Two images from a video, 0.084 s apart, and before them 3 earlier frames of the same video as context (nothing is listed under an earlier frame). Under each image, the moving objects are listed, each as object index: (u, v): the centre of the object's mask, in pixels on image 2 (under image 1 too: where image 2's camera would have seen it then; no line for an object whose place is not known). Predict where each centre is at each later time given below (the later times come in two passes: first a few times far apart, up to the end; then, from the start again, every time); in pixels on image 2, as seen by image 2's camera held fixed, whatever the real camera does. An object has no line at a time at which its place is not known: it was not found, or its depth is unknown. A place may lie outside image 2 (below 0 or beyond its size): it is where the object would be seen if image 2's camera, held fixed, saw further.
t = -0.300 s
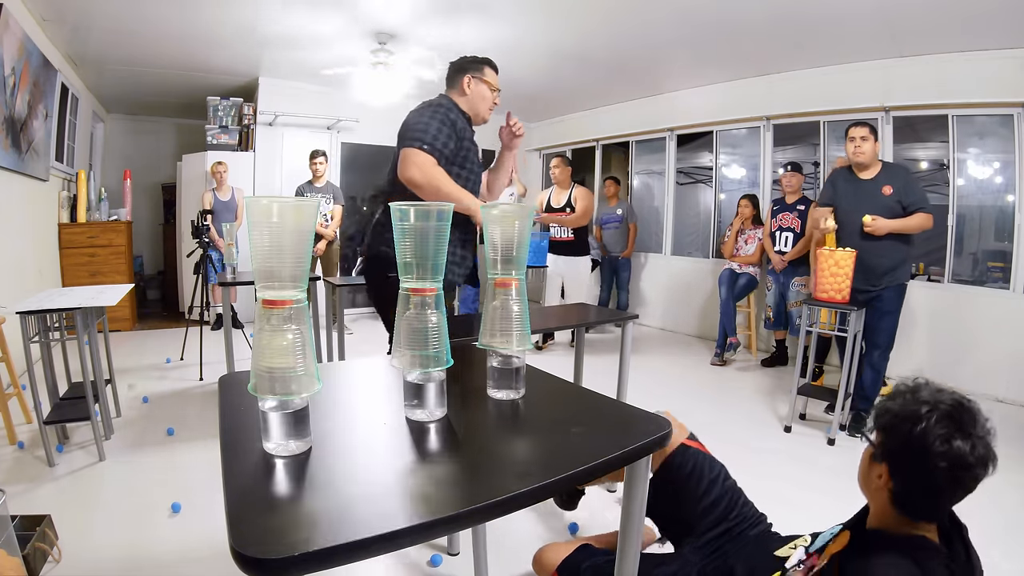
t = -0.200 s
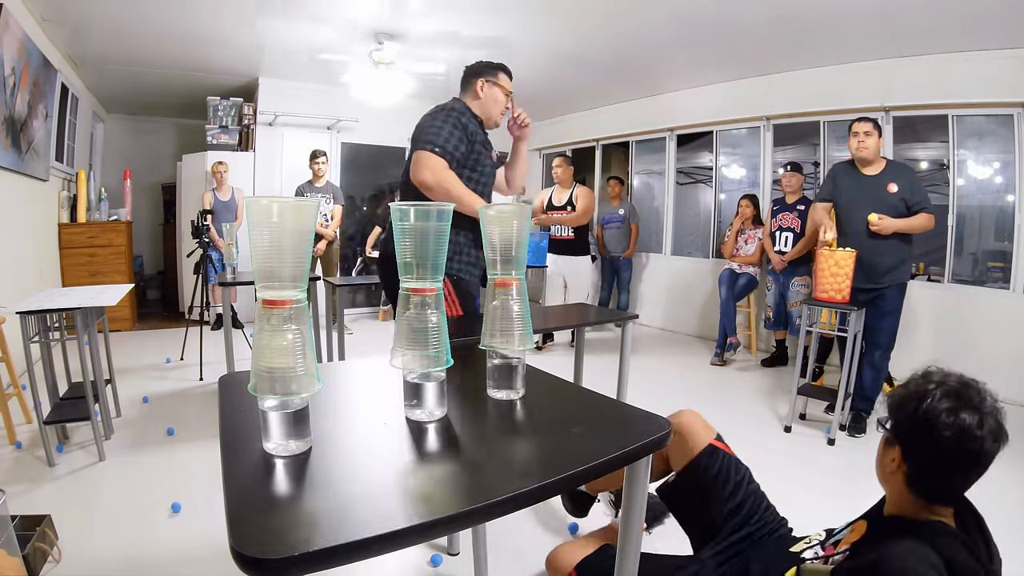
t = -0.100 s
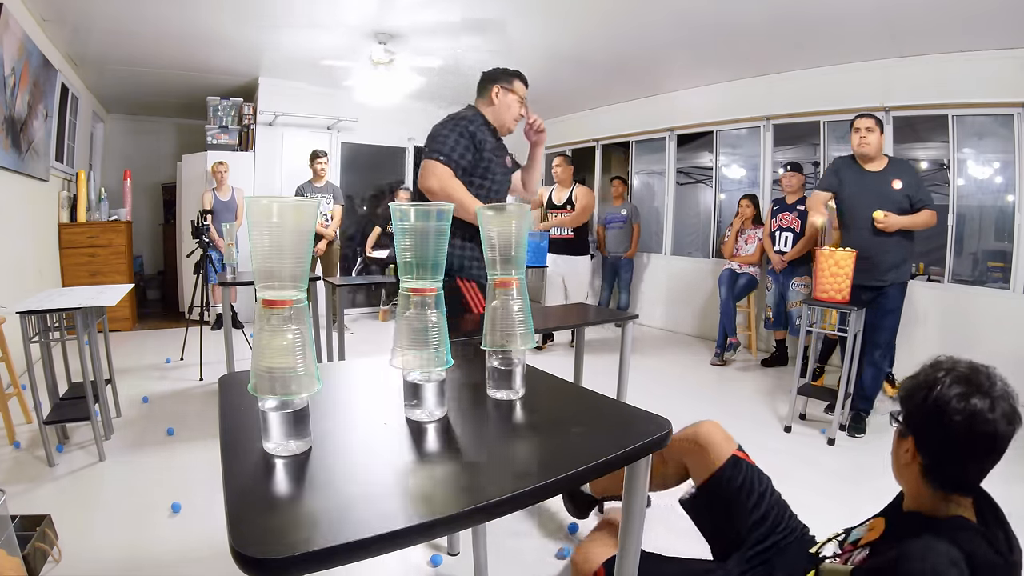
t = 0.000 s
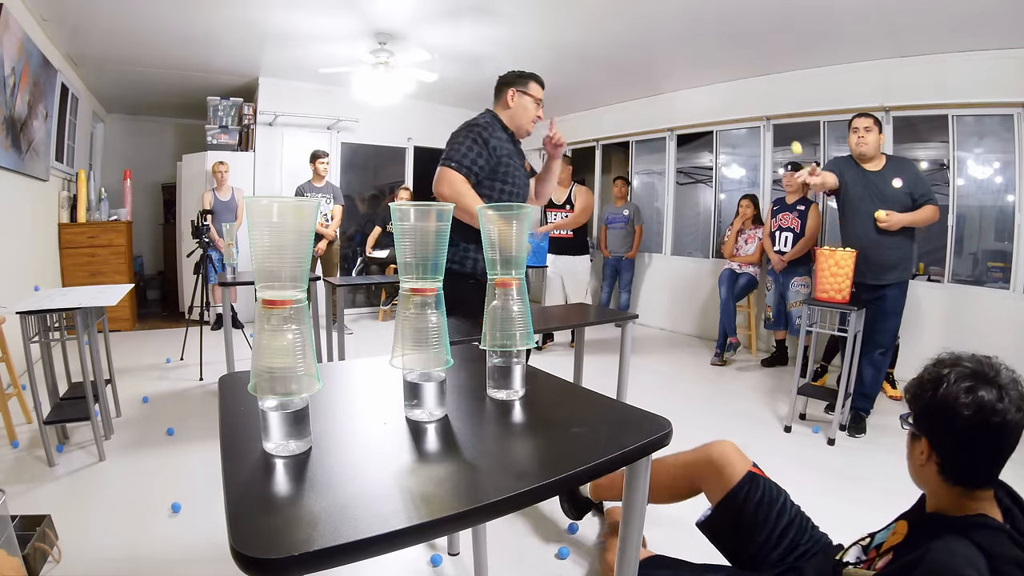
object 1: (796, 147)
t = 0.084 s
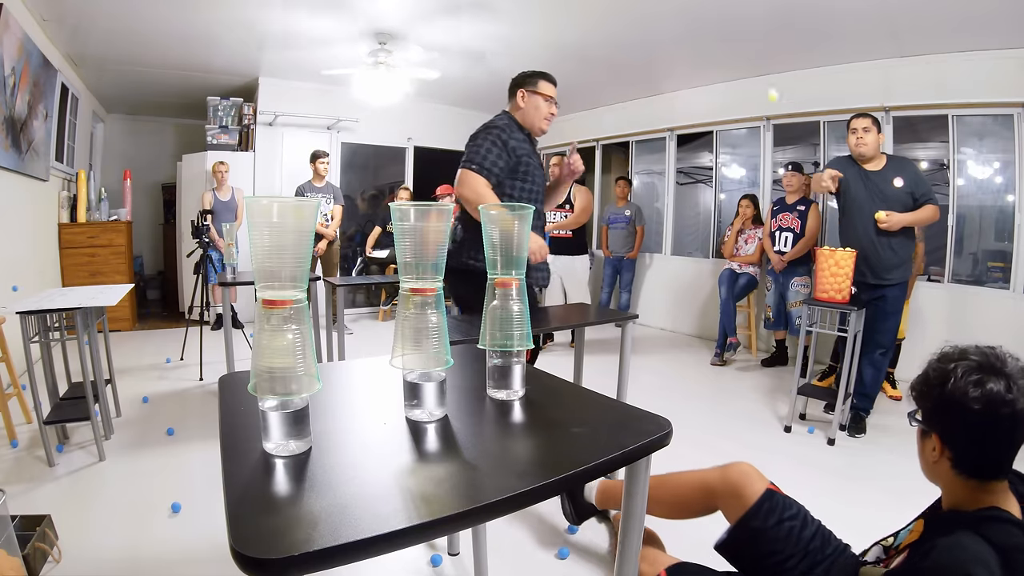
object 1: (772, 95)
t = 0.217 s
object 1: (721, 31)
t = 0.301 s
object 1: (681, 10)
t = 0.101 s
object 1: (767, 85)
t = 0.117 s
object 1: (761, 76)
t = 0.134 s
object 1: (755, 68)
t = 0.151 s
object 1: (748, 59)
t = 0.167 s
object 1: (742, 52)
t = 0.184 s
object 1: (736, 44)
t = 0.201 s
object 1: (729, 37)
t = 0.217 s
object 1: (721, 31)
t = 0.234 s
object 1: (714, 26)
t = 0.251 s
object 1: (706, 20)
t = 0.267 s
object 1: (698, 16)
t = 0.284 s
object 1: (690, 13)
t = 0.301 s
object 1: (681, 10)
